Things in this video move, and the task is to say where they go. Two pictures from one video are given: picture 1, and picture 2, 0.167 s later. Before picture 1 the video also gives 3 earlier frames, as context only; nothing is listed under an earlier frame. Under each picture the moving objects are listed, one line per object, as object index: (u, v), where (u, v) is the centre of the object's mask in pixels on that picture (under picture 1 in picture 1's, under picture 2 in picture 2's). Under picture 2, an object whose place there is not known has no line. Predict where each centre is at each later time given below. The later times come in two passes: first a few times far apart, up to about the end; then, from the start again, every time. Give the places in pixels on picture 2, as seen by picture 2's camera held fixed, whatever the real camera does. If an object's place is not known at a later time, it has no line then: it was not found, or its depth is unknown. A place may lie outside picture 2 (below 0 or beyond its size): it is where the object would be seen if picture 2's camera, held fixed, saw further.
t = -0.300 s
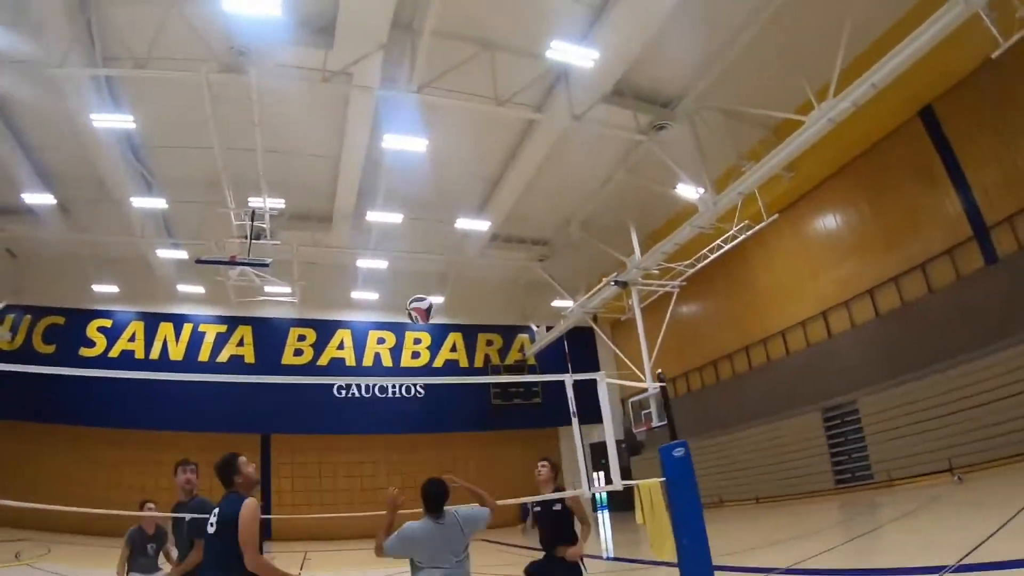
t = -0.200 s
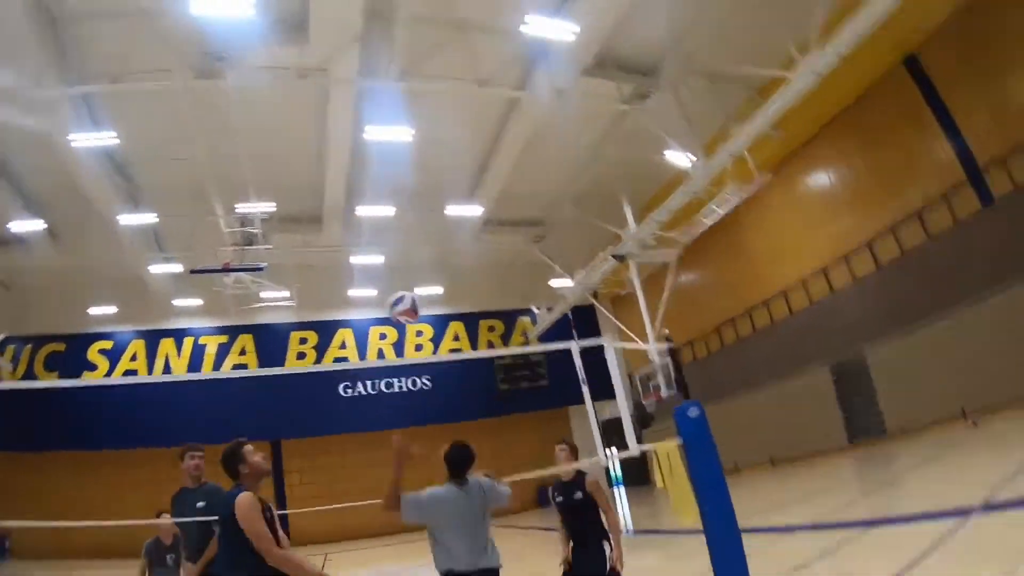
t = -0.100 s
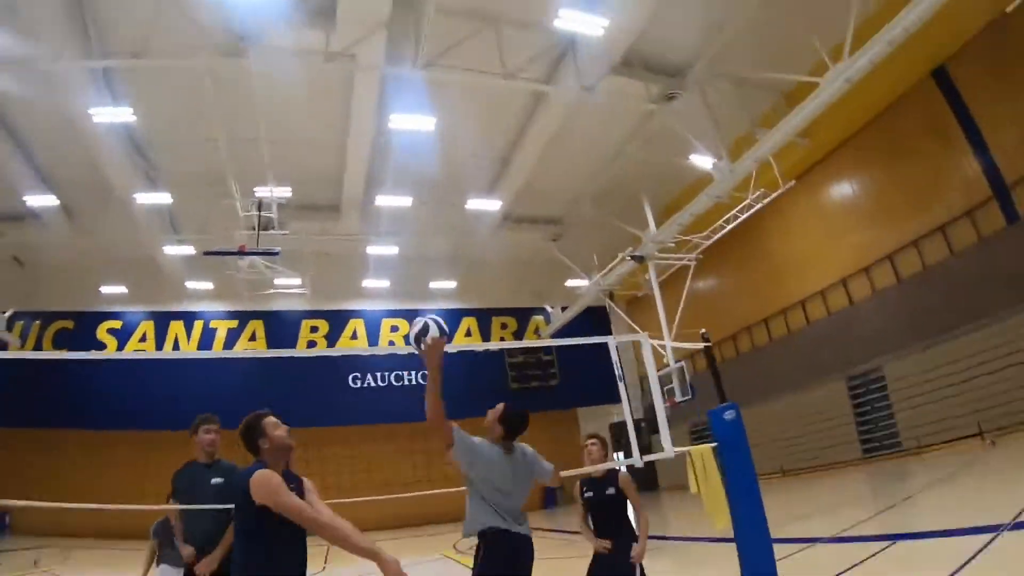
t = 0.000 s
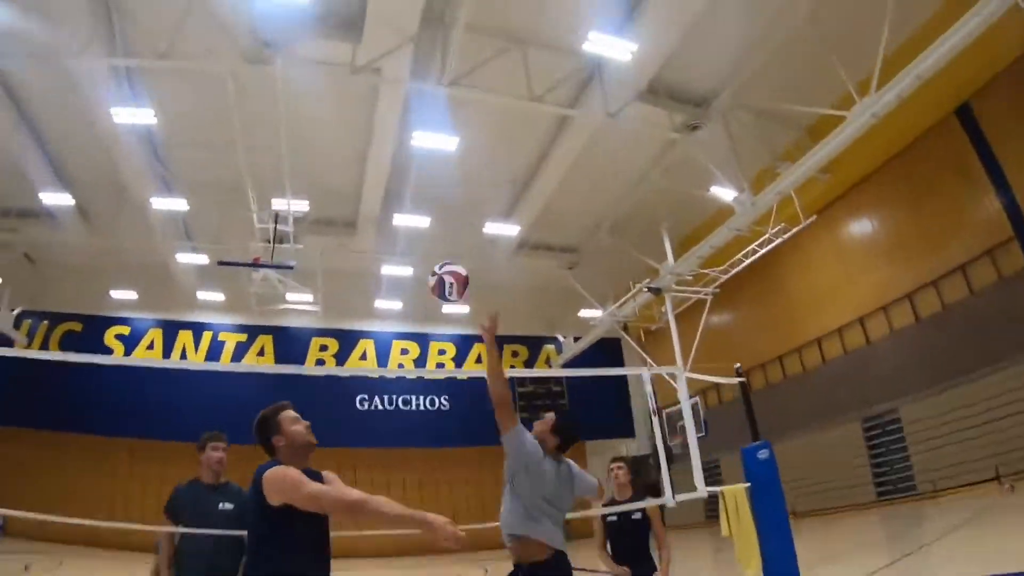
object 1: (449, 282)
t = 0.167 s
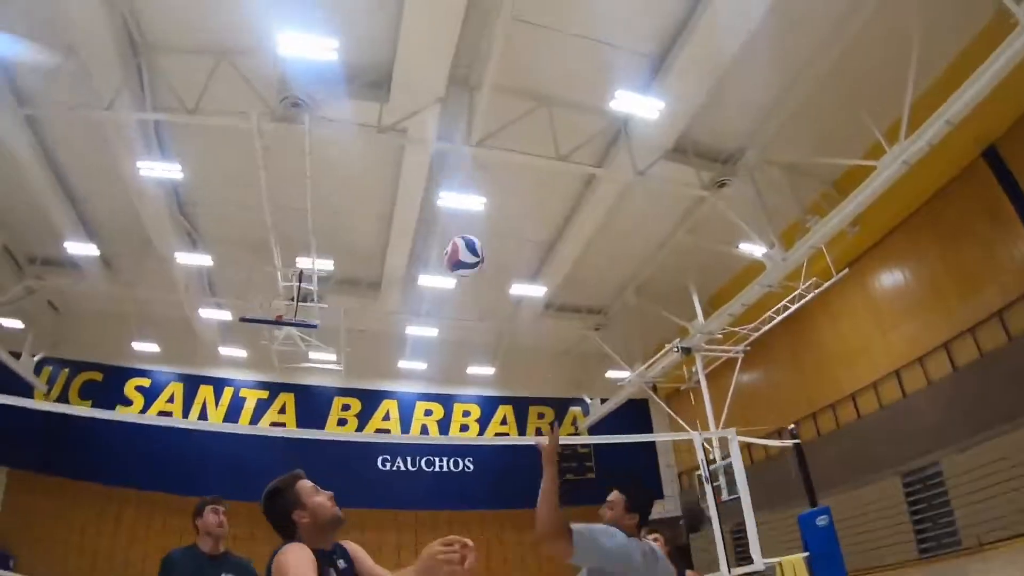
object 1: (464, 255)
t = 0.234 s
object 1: (461, 233)
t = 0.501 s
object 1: (426, 188)
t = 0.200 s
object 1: (462, 243)
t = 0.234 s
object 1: (461, 233)
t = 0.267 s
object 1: (462, 220)
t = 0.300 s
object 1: (459, 204)
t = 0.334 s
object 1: (454, 198)
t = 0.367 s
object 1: (448, 193)
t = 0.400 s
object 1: (446, 192)
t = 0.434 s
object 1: (438, 190)
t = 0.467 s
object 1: (430, 189)
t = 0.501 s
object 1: (426, 188)
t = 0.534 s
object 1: (422, 187)
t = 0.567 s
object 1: (414, 185)
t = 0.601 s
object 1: (404, 184)
